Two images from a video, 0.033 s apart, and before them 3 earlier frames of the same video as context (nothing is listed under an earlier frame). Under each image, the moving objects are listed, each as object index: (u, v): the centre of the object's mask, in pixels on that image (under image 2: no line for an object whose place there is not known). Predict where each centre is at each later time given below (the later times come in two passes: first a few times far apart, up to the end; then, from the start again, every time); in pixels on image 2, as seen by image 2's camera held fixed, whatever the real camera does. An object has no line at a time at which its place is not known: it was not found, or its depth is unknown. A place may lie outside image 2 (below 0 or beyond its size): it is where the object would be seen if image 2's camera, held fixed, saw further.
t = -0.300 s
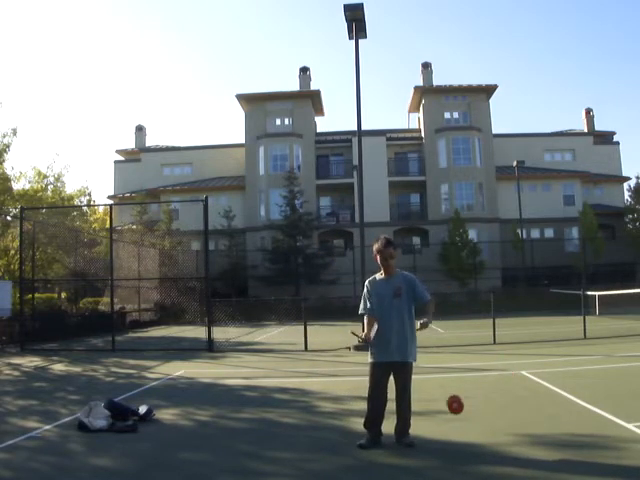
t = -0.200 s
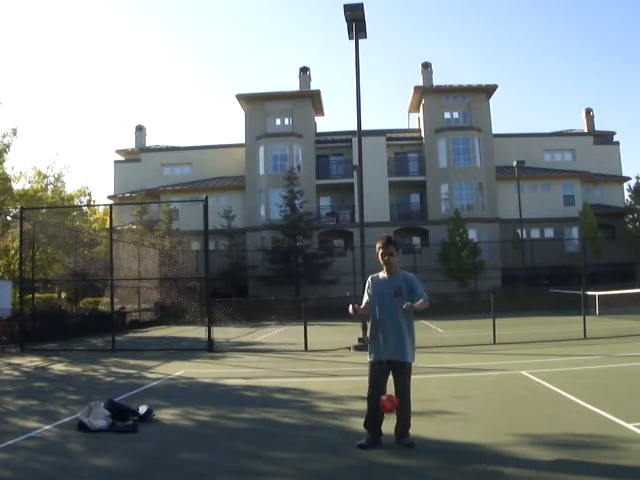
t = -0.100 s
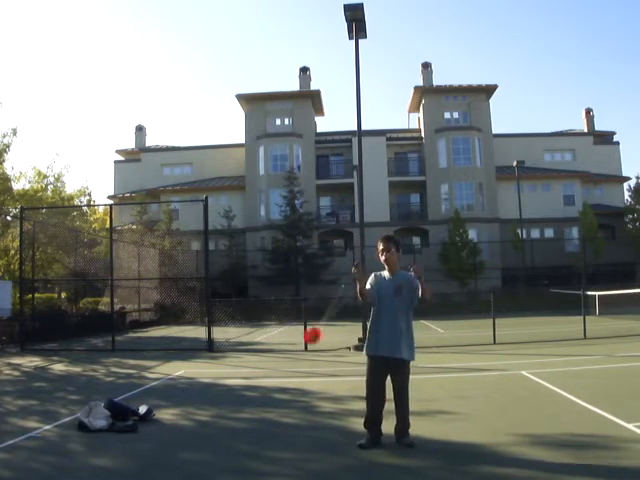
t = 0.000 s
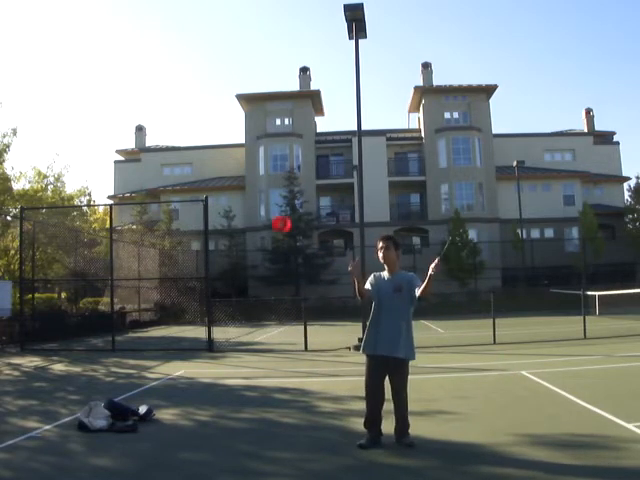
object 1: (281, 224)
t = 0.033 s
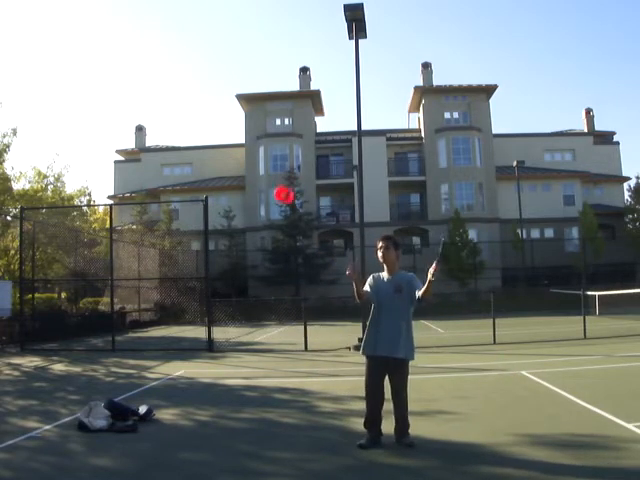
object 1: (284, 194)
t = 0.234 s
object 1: (303, 83)
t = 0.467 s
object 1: (325, 17)
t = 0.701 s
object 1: (349, 13)
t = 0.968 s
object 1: (380, 85)
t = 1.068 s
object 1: (393, 137)
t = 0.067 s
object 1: (287, 172)
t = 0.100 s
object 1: (290, 151)
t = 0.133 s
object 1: (294, 132)
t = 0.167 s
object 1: (296, 114)
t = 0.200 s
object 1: (299, 98)
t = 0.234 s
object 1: (303, 83)
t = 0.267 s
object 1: (306, 70)
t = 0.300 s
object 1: (309, 58)
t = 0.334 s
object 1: (312, 47)
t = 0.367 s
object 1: (315, 37)
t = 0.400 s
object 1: (318, 29)
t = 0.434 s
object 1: (321, 23)
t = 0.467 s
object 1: (325, 17)
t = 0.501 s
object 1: (328, 13)
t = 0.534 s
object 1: (331, 9)
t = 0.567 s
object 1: (335, 8)
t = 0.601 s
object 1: (339, 8)
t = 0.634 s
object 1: (342, 8)
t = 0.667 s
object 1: (346, 10)
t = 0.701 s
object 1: (349, 13)
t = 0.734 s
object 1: (353, 17)
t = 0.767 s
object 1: (356, 22)
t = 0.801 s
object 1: (360, 29)
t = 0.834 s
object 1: (363, 37)
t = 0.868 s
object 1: (368, 47)
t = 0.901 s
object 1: (372, 58)
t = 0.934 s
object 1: (376, 71)
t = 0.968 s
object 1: (380, 85)
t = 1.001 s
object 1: (385, 101)
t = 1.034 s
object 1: (389, 118)
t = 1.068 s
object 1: (393, 137)
